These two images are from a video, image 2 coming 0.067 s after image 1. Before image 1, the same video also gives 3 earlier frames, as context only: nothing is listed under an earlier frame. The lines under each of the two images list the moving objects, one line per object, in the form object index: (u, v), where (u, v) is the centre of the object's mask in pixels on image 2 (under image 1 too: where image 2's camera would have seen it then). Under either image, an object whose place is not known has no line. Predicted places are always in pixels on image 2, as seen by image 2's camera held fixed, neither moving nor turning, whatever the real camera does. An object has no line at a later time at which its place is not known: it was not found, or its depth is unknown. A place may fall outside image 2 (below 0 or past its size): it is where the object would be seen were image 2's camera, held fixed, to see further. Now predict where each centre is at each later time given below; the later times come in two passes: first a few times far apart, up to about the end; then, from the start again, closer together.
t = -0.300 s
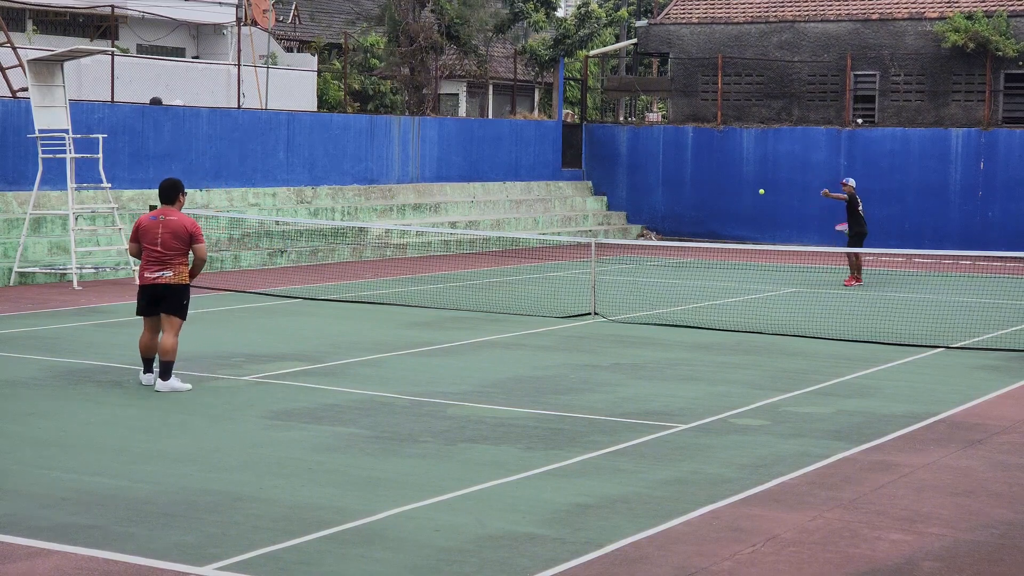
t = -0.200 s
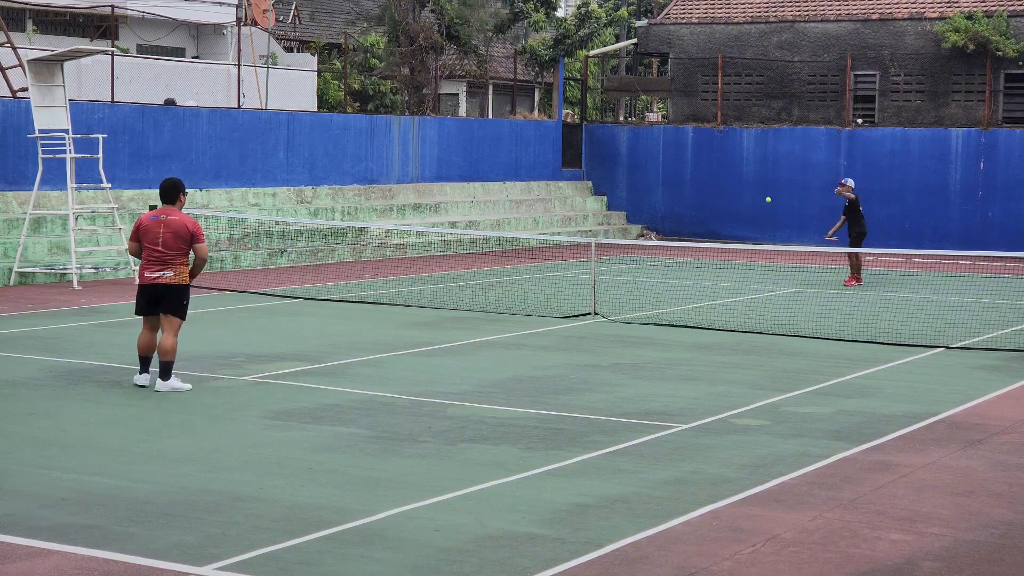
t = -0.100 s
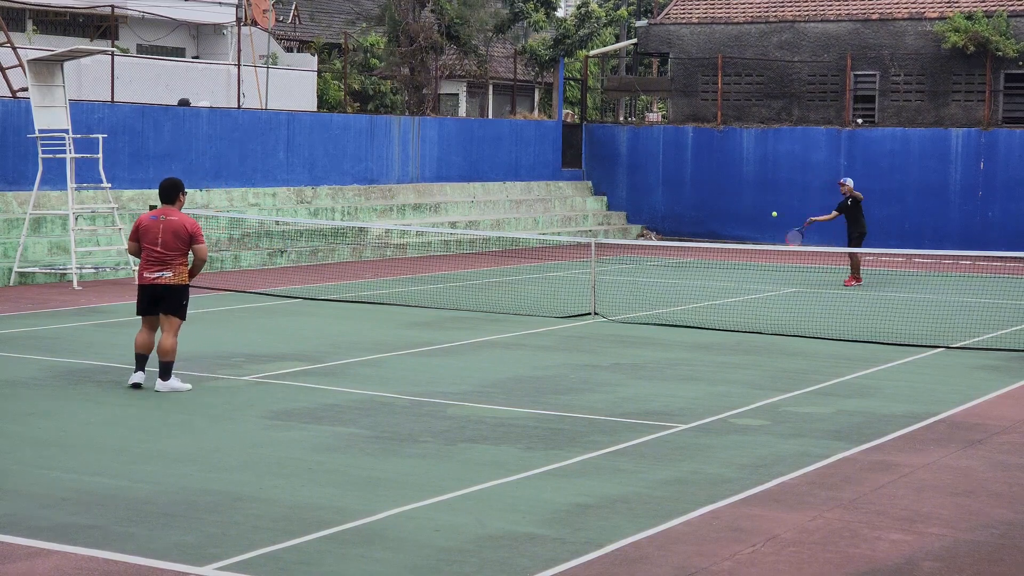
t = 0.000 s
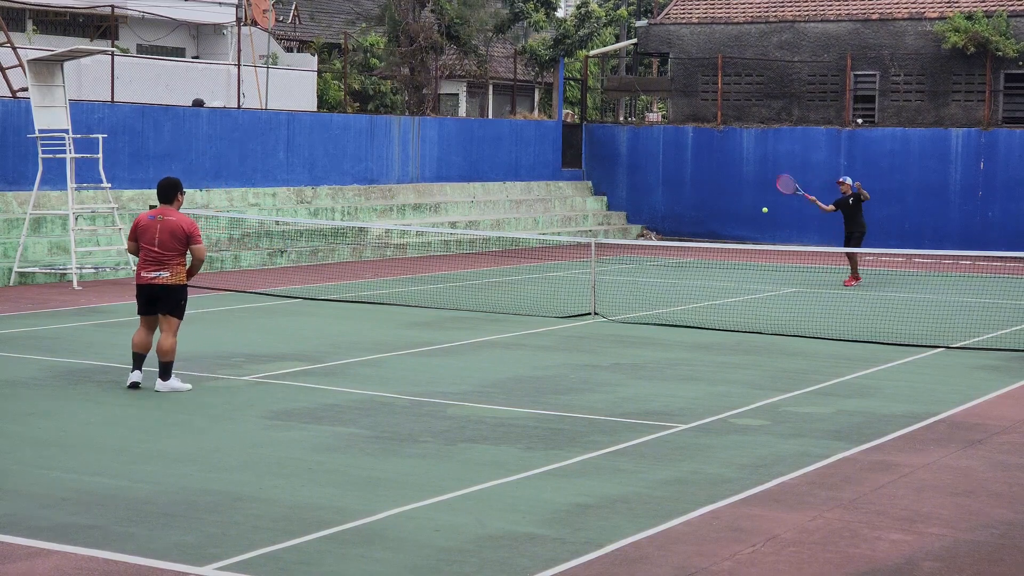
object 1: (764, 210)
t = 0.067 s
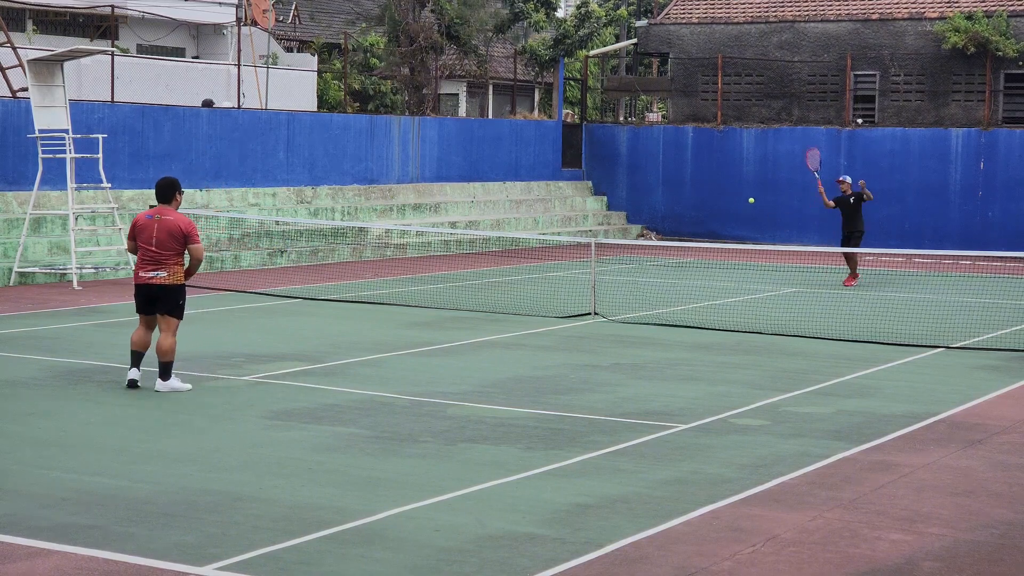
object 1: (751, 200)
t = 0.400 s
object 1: (670, 206)
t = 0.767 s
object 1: (588, 226)
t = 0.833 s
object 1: (575, 231)
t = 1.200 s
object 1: (490, 356)
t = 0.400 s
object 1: (670, 206)
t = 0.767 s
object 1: (588, 226)
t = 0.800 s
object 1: (581, 227)
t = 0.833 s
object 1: (575, 231)
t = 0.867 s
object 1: (568, 236)
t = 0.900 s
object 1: (561, 242)
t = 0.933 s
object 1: (554, 249)
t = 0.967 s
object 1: (547, 257)
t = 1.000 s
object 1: (539, 267)
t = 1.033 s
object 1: (532, 278)
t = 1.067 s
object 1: (523, 291)
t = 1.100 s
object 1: (515, 304)
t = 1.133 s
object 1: (507, 320)
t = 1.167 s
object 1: (499, 337)
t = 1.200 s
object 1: (490, 356)
